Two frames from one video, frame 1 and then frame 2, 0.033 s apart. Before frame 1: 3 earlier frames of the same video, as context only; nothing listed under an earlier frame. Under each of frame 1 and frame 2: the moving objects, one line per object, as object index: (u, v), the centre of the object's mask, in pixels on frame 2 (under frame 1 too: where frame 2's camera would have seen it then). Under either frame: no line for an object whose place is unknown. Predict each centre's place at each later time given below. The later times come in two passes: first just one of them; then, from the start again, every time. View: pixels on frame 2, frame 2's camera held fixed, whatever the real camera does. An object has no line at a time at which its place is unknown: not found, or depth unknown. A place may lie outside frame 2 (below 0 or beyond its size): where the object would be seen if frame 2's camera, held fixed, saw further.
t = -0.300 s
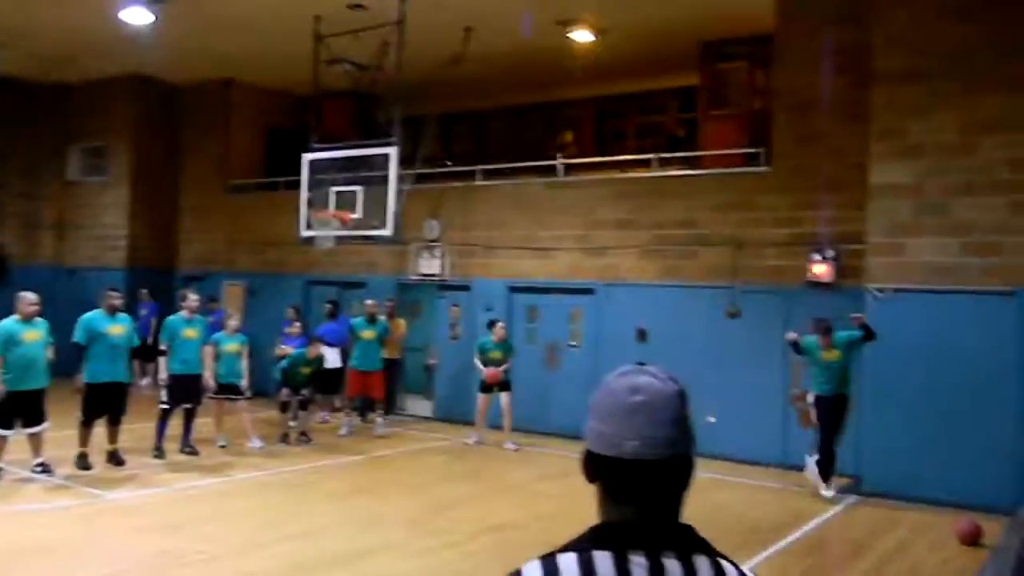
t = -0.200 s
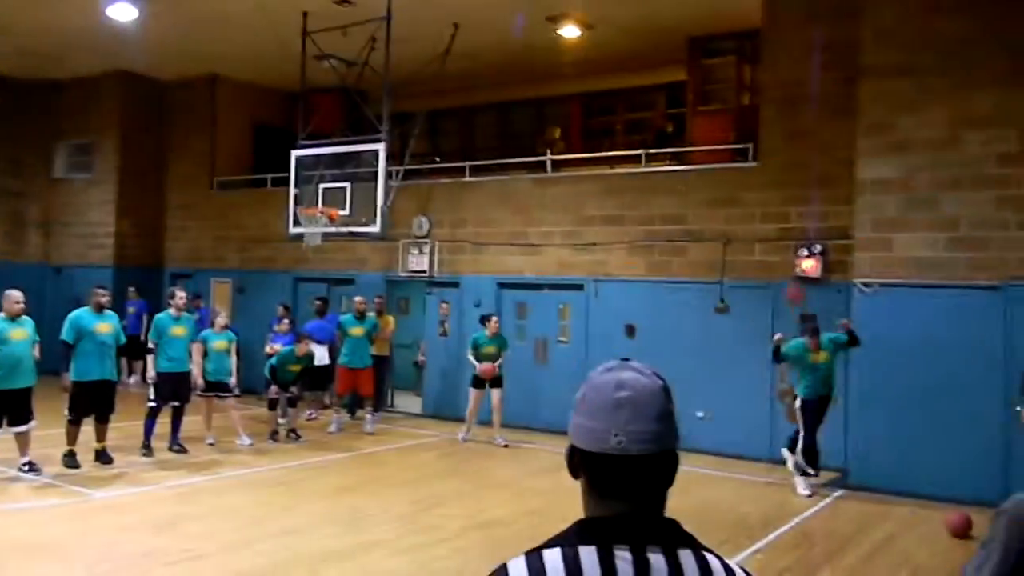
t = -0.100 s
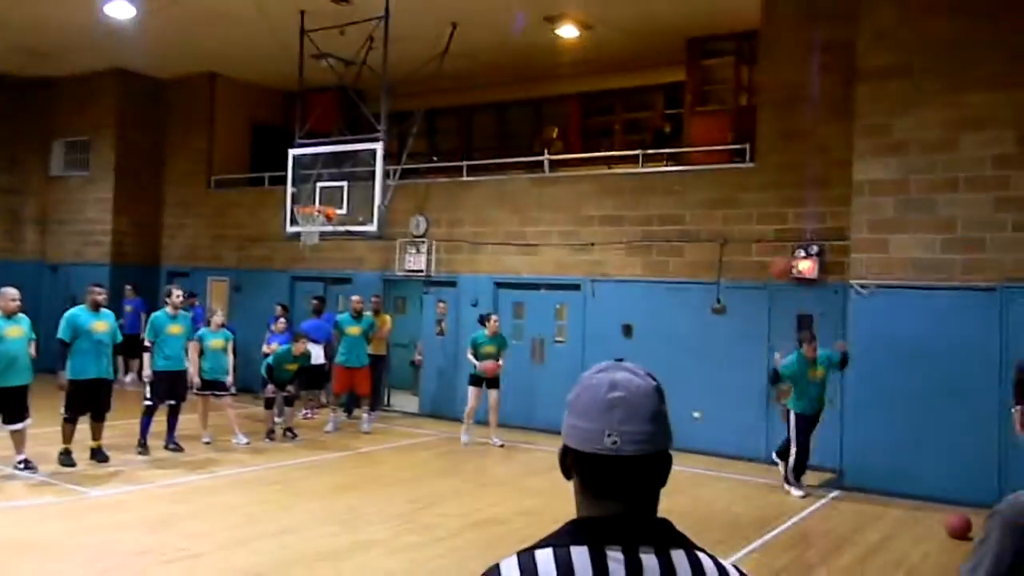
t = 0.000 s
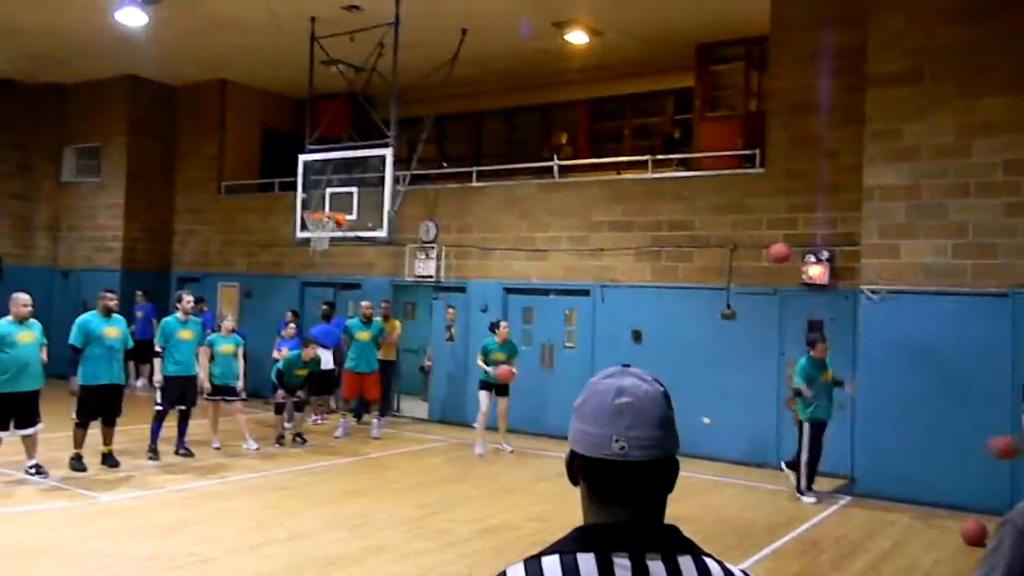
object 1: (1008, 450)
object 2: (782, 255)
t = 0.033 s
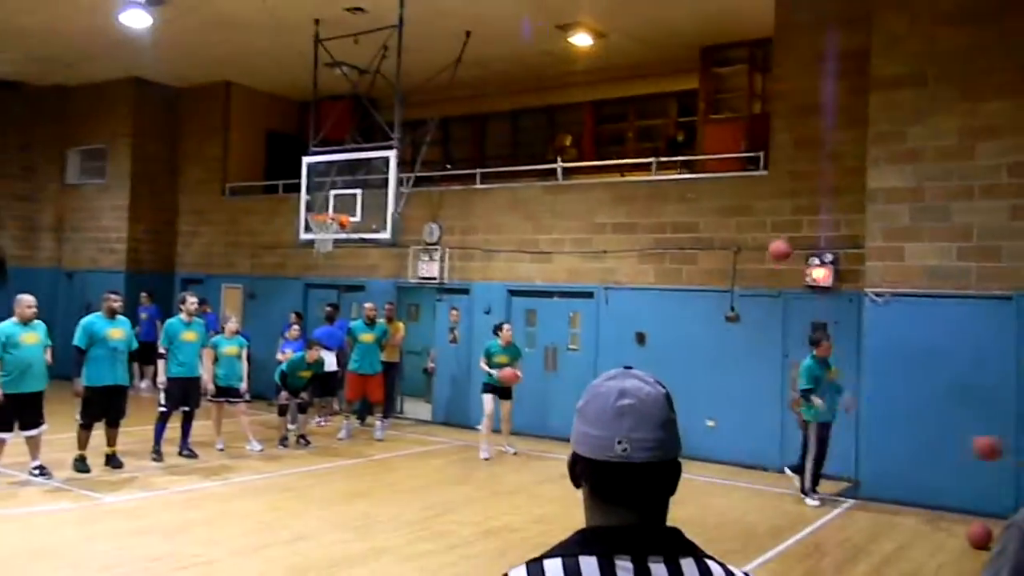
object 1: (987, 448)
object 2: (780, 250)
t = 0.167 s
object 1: (904, 449)
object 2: (761, 237)
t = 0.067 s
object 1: (966, 446)
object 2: (776, 245)
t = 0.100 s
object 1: (945, 447)
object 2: (771, 242)
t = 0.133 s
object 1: (923, 447)
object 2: (765, 239)
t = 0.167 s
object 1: (904, 449)
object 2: (761, 237)
